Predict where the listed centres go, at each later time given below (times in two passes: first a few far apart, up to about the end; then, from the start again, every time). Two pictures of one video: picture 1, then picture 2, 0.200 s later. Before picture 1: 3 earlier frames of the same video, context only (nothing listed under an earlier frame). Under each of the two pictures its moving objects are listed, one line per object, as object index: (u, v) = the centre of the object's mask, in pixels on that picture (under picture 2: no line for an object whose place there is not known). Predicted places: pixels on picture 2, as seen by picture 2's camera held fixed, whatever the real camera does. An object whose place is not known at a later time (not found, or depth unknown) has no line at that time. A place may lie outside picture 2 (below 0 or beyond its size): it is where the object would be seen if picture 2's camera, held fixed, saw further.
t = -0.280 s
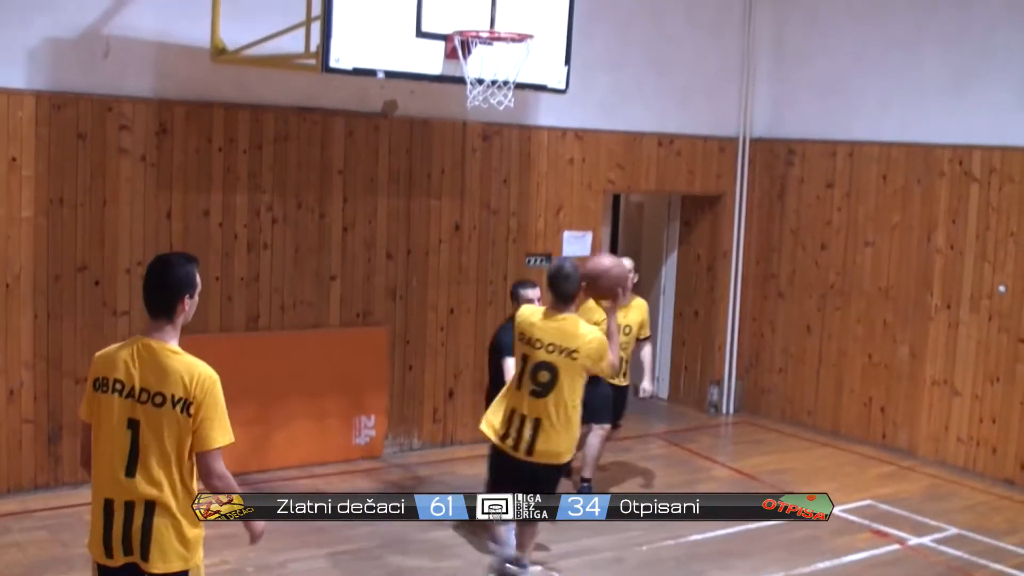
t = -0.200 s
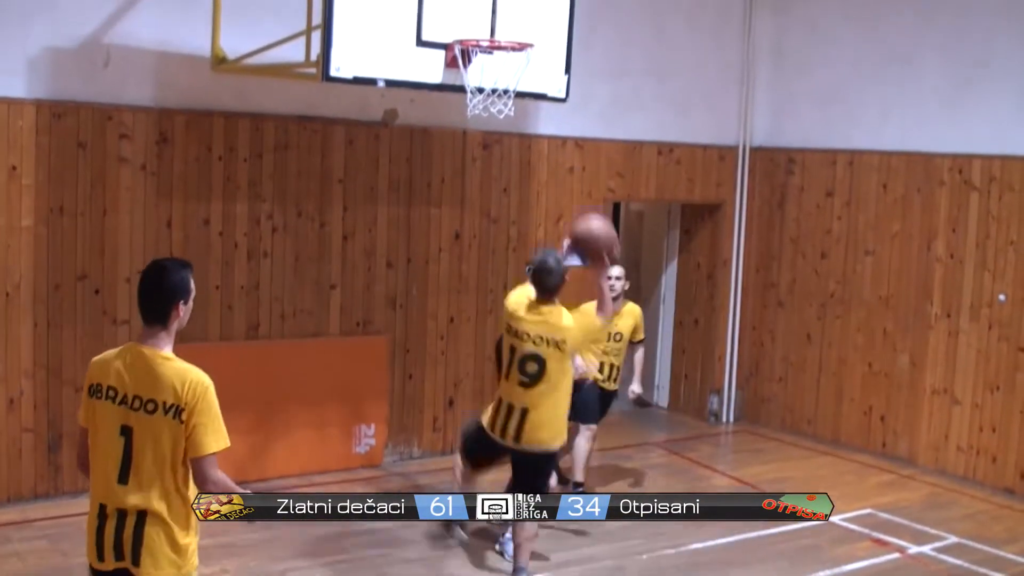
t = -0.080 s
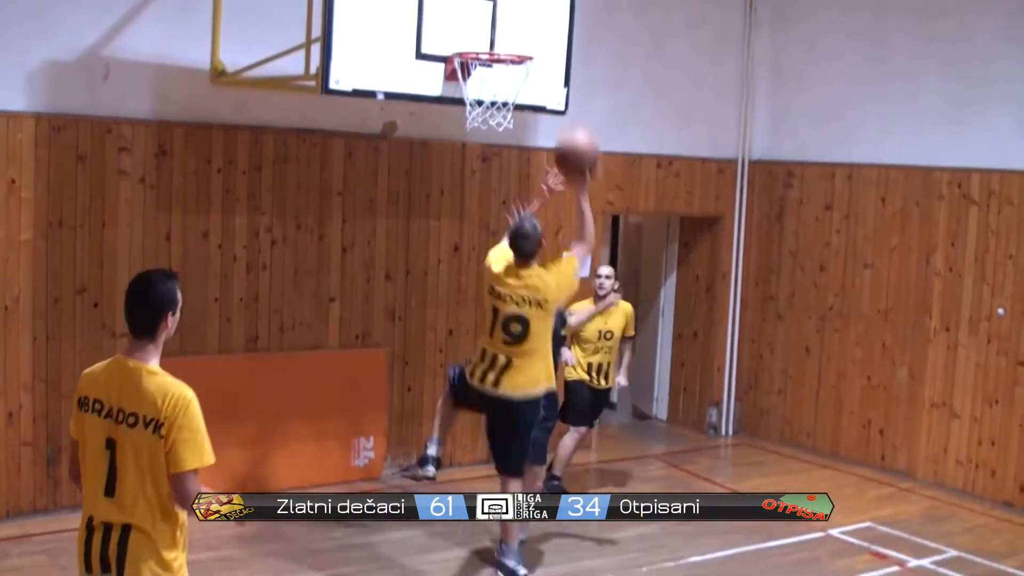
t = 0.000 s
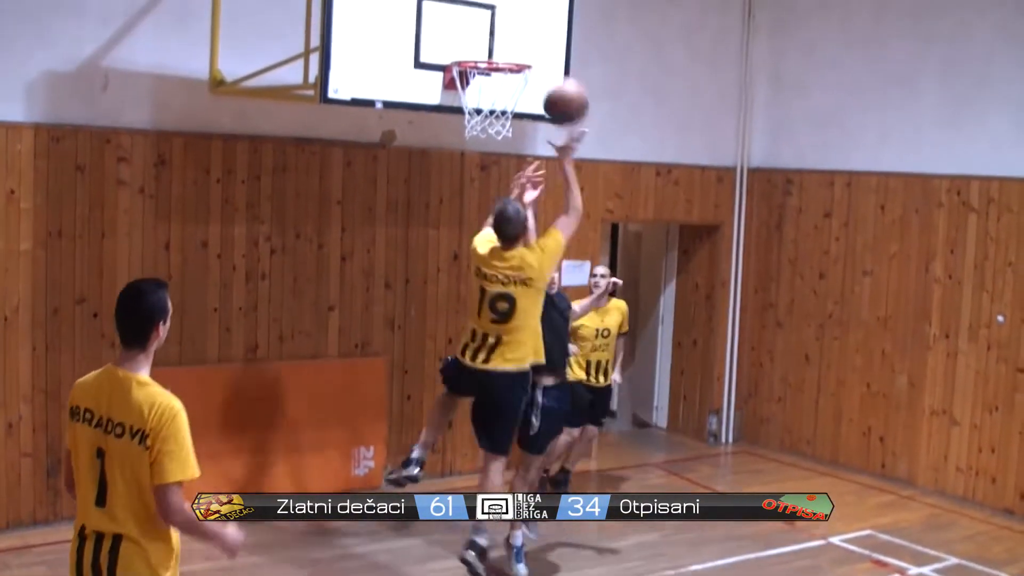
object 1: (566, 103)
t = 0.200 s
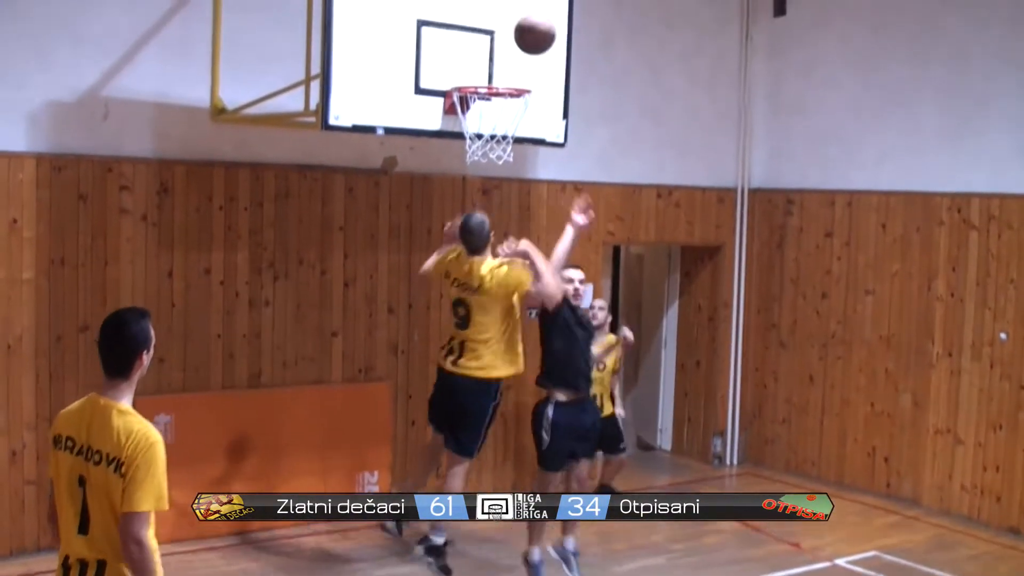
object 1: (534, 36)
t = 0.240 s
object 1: (528, 26)
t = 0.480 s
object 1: (490, 29)
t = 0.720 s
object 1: (503, 77)
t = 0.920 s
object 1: (481, 75)
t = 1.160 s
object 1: (504, 124)
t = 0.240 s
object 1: (528, 26)
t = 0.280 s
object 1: (522, 19)
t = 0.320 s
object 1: (515, 15)
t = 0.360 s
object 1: (509, 14)
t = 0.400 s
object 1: (503, 16)
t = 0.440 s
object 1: (497, 22)
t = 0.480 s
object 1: (490, 29)
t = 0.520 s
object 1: (484, 40)
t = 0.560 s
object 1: (479, 51)
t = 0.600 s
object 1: (472, 68)
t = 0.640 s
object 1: (474, 73)
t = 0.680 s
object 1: (488, 74)
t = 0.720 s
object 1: (503, 77)
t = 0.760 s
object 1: (504, 76)
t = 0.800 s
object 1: (499, 75)
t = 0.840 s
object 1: (494, 75)
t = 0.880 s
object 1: (488, 75)
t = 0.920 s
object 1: (481, 75)
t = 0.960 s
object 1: (476, 81)
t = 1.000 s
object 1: (476, 84)
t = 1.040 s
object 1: (482, 95)
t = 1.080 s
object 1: (489, 103)
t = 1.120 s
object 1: (496, 111)
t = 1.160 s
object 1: (504, 124)
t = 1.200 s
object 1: (510, 135)
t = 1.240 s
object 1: (515, 138)
